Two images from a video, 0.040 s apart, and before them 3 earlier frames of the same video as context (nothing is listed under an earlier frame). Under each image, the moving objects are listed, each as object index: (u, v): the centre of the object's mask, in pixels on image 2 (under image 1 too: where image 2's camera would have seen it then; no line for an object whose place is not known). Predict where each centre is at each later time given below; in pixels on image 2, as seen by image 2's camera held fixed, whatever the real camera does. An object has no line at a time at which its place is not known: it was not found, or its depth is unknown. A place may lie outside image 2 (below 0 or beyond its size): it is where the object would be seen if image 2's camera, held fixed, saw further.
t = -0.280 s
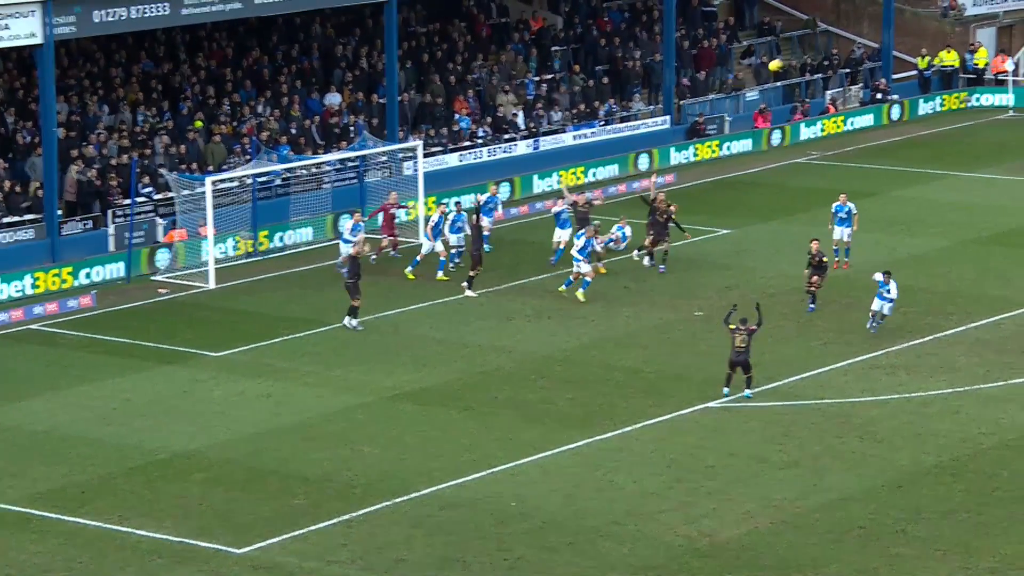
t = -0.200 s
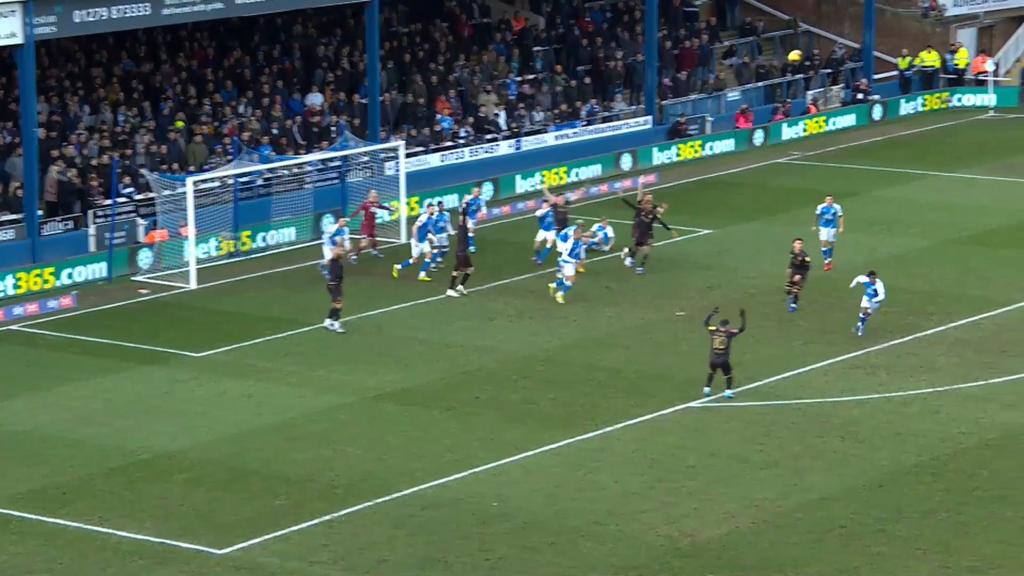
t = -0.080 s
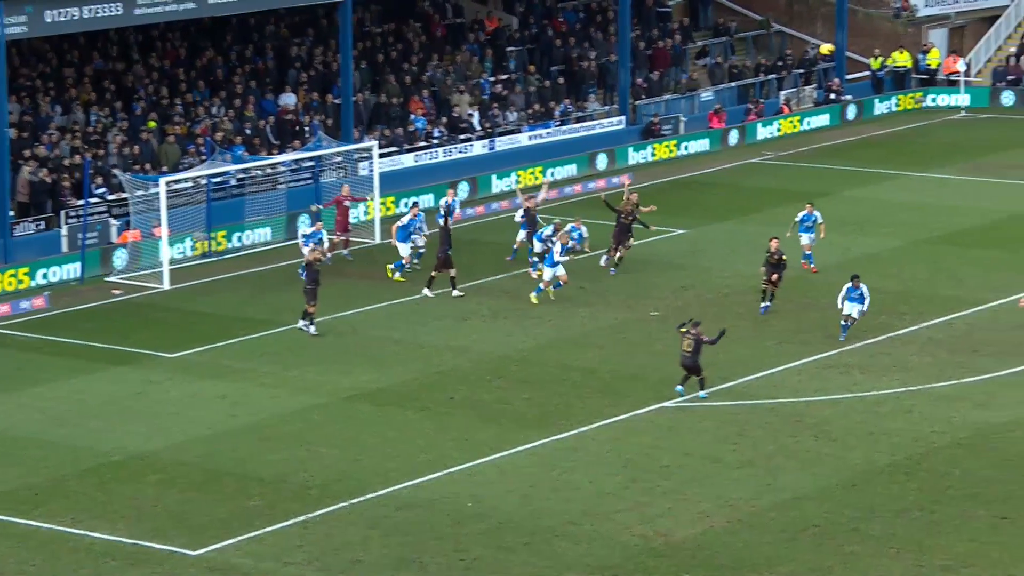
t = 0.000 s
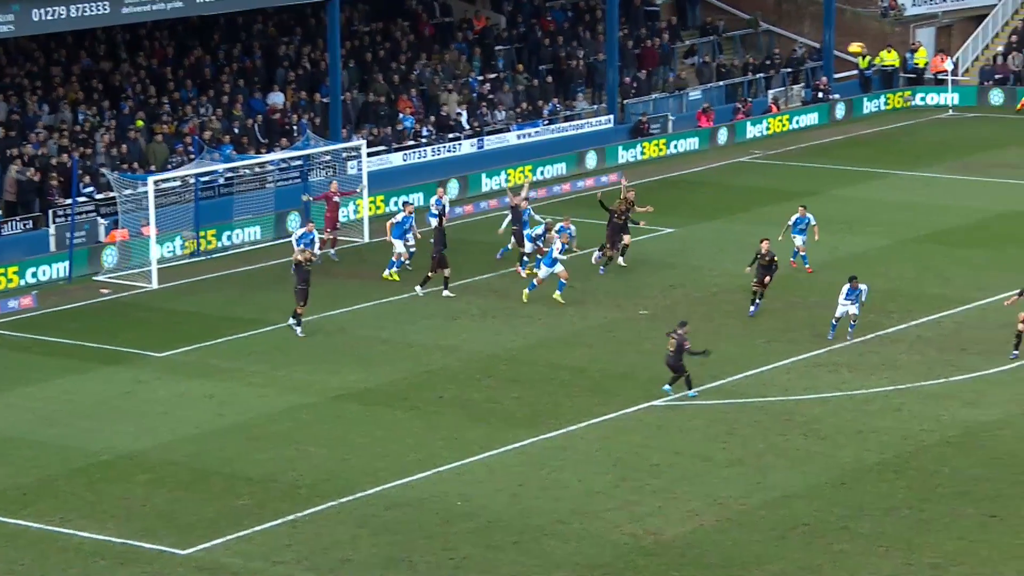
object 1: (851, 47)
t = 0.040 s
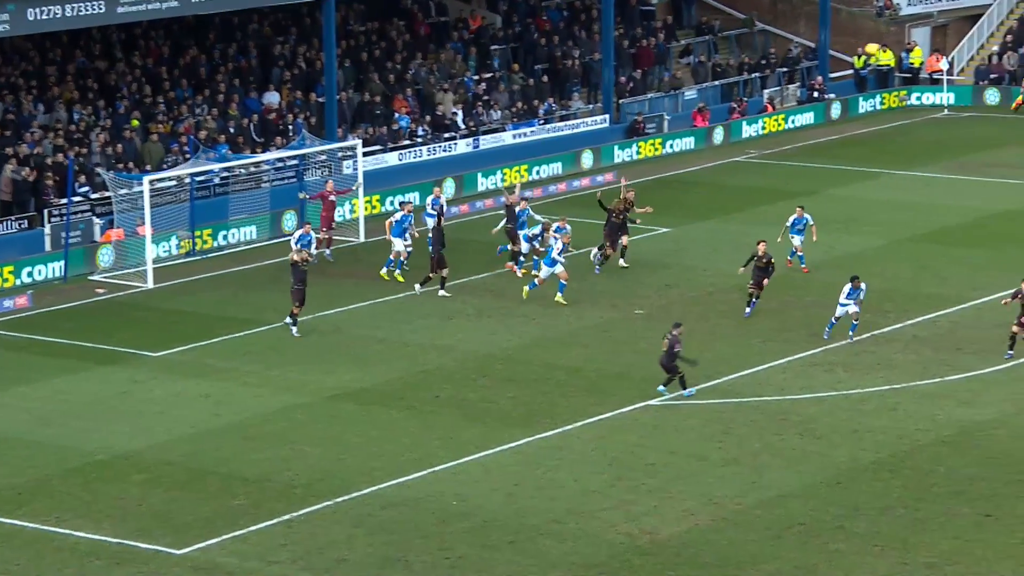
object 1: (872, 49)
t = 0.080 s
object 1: (894, 52)
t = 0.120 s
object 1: (915, 57)
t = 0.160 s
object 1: (932, 63)
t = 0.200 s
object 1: (953, 69)
